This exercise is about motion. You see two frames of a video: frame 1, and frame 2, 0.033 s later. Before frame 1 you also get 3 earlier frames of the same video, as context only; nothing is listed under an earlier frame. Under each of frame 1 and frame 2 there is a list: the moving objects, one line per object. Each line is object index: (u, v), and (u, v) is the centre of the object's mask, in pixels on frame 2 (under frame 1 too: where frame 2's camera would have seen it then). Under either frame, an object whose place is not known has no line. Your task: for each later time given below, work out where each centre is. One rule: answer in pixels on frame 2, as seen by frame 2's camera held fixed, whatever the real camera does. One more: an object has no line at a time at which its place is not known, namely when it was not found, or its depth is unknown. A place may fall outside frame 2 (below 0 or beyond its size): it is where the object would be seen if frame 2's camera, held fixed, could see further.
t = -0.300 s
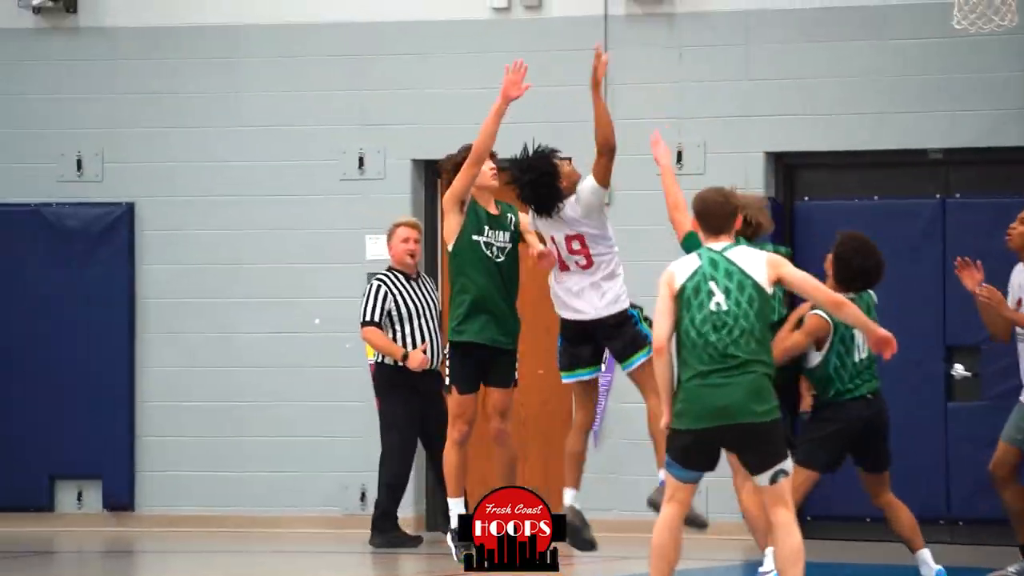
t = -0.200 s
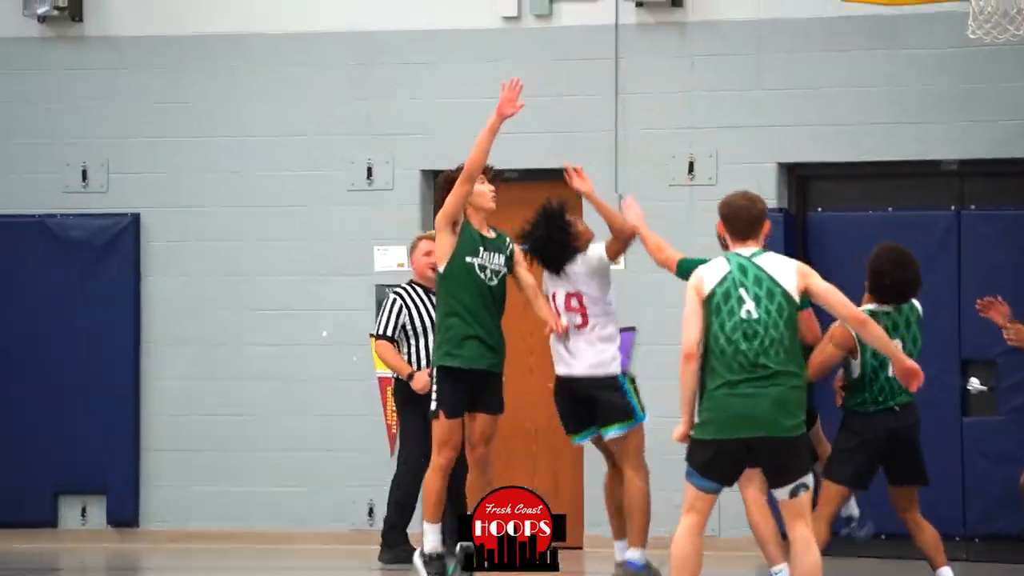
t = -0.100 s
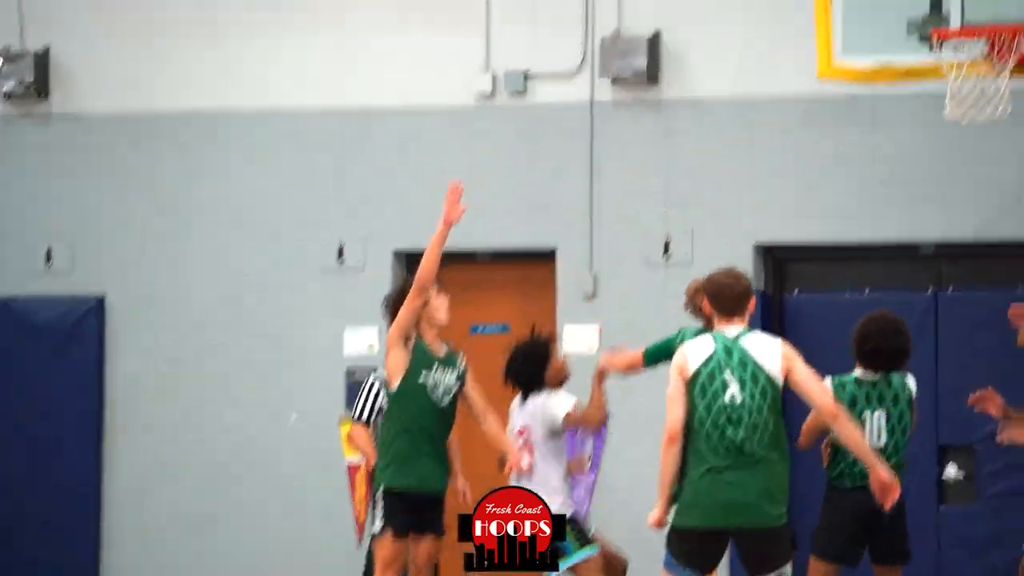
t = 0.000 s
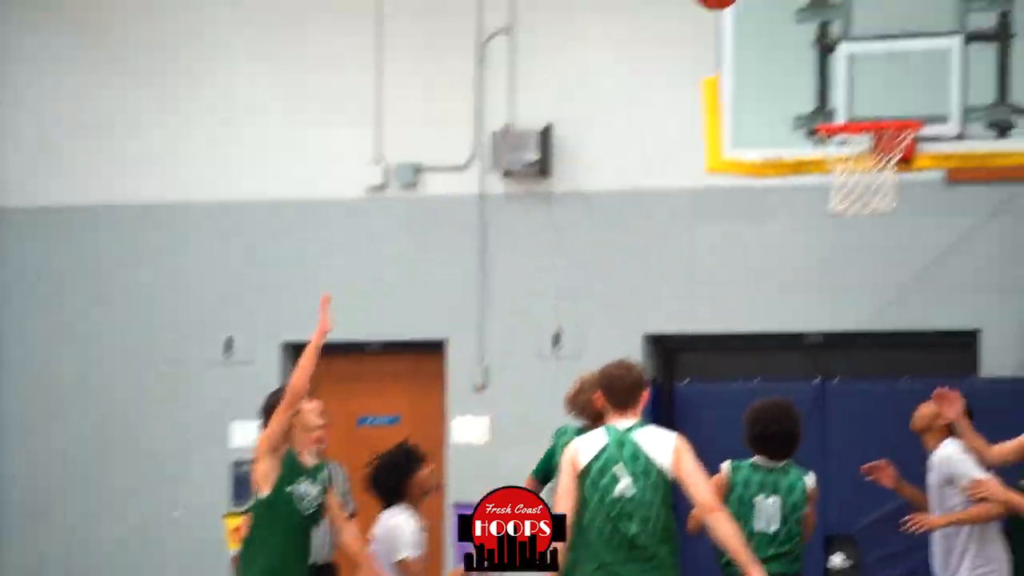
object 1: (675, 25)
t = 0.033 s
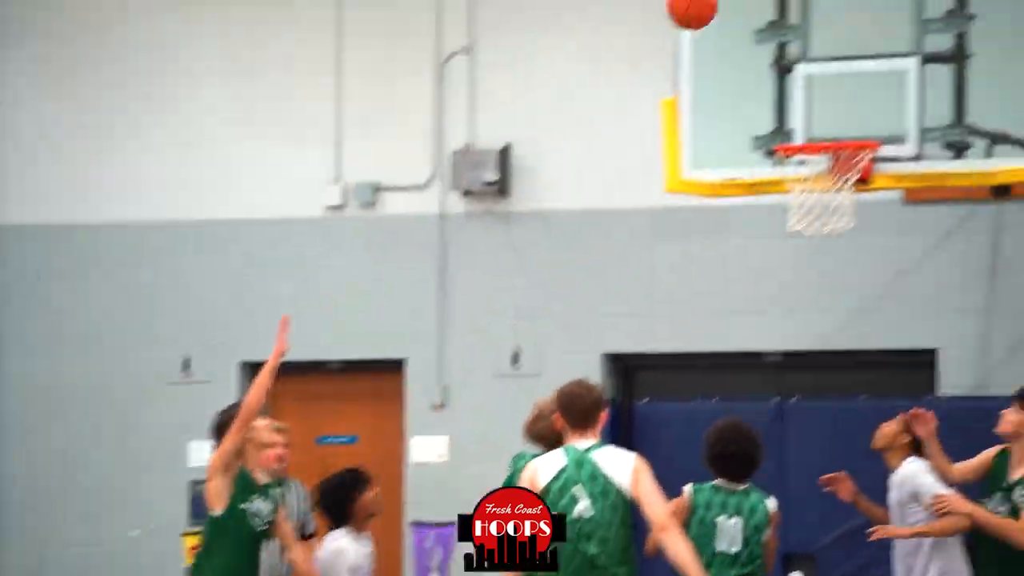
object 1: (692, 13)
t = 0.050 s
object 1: (701, 9)
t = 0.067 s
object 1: (709, 7)
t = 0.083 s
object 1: (718, 6)
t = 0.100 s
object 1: (727, 8)
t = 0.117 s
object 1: (735, 10)
